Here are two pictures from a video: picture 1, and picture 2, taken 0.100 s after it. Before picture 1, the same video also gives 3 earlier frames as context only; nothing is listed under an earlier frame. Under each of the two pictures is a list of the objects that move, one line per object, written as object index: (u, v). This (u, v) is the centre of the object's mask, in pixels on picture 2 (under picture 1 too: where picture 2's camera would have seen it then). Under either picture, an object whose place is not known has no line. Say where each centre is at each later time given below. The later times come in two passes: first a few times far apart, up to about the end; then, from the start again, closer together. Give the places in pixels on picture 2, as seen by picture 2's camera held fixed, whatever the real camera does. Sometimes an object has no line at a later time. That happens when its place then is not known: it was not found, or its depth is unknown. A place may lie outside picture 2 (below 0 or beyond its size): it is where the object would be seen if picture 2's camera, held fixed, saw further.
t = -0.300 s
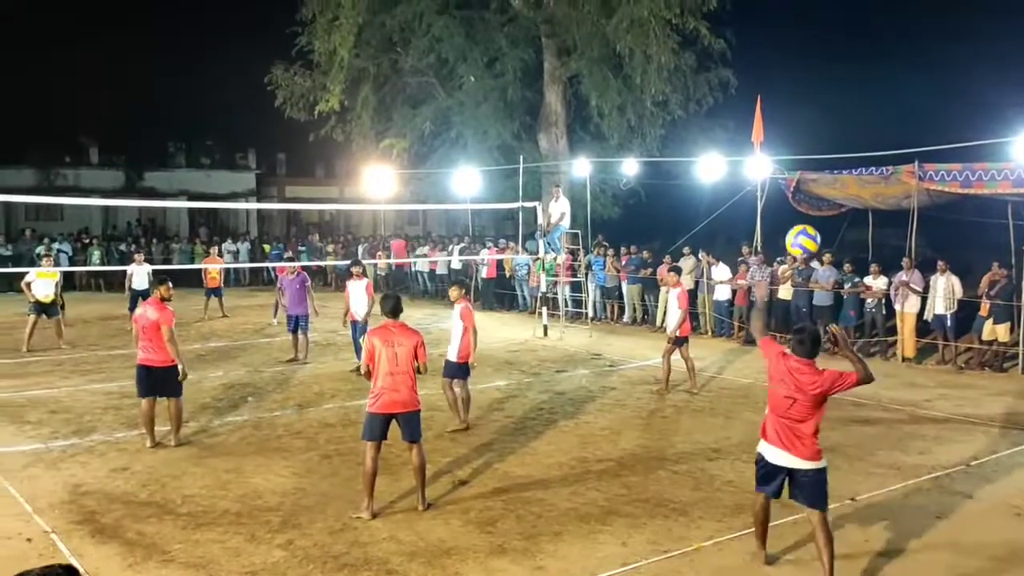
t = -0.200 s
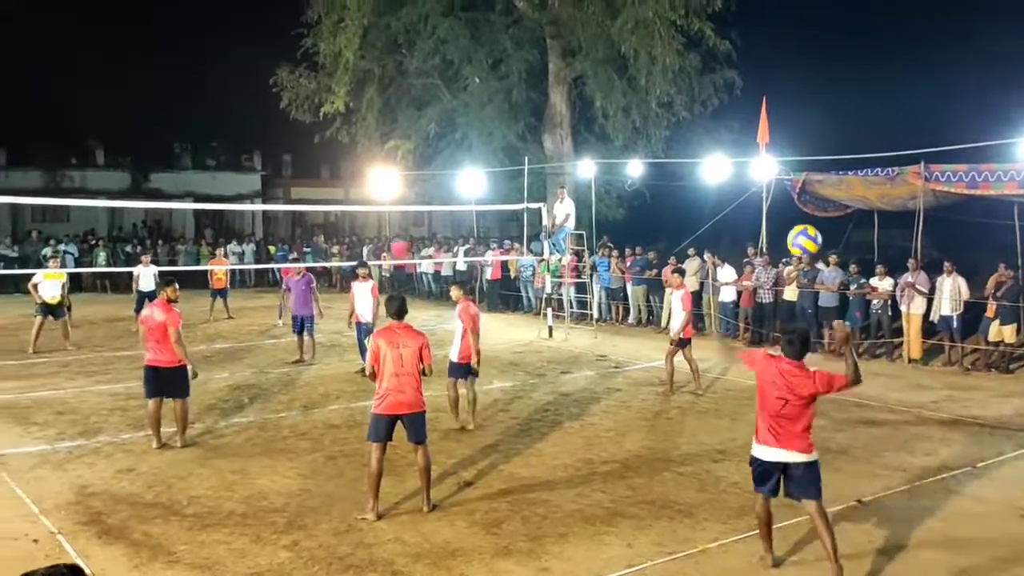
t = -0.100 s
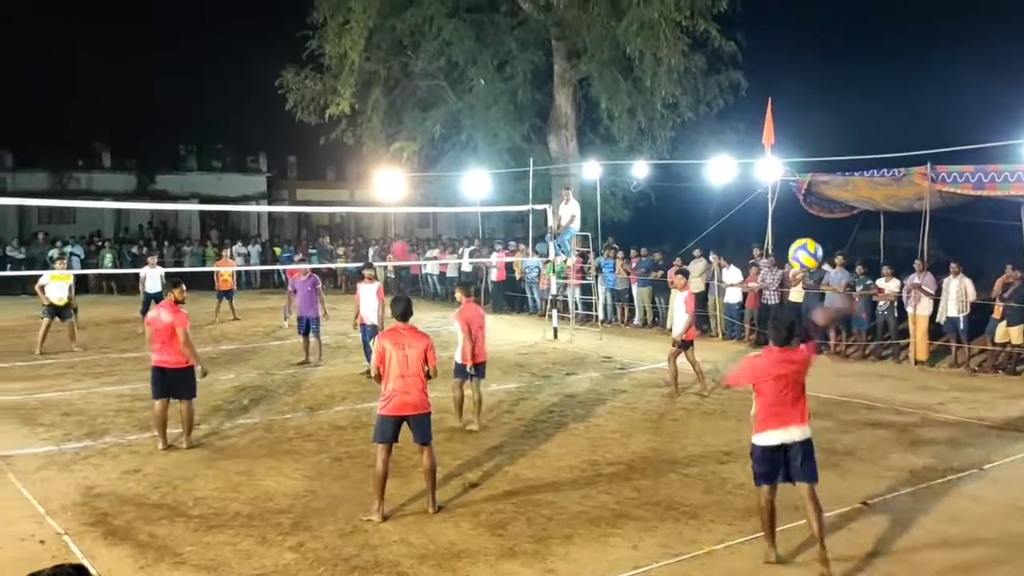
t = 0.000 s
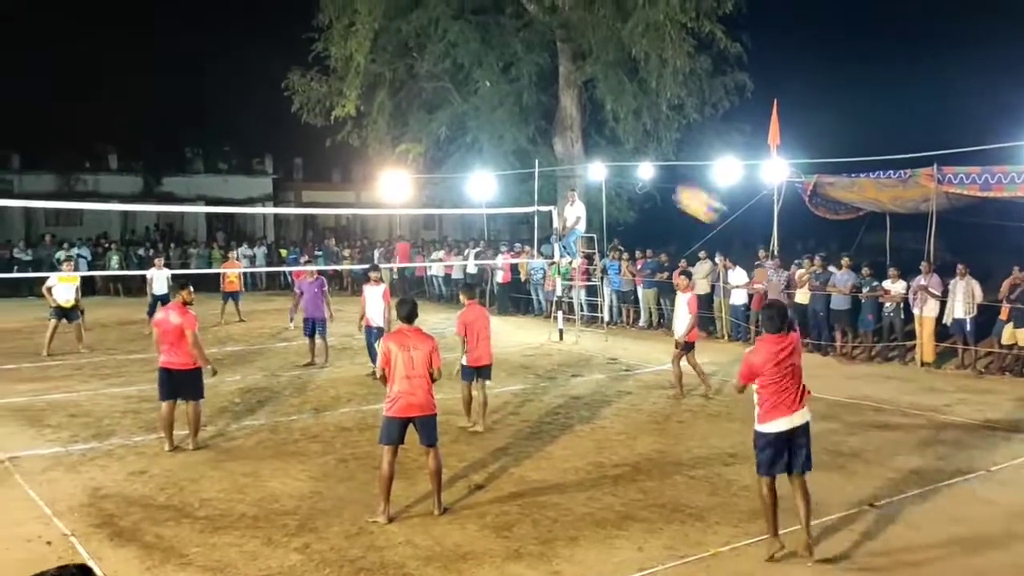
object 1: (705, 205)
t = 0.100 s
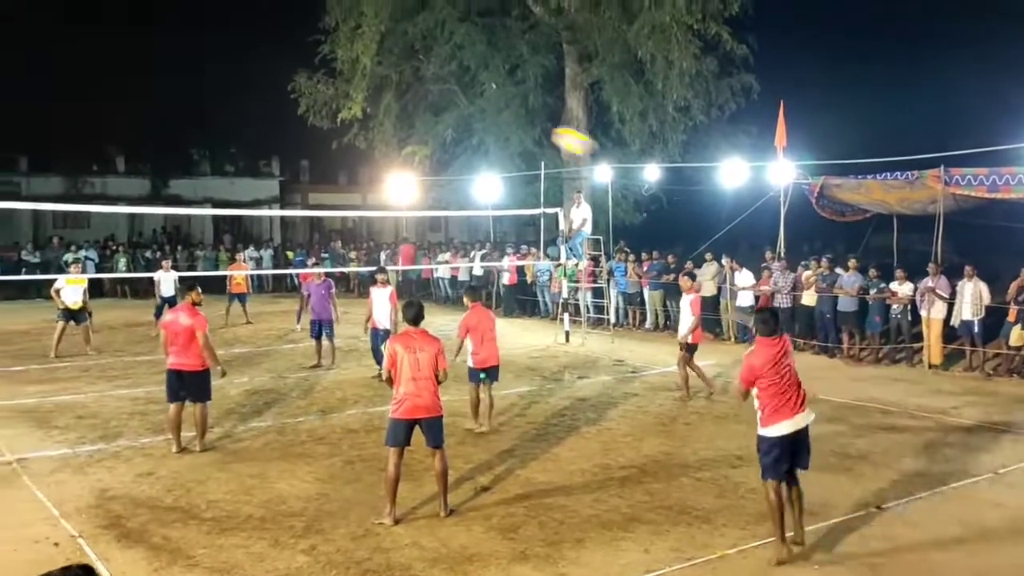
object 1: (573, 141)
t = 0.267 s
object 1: (409, 81)
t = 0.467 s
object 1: (271, 59)
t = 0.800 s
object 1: (118, 99)
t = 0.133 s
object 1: (535, 125)
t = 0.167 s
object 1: (500, 111)
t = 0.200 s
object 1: (469, 99)
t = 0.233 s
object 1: (438, 90)
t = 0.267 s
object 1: (409, 81)
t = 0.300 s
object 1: (384, 74)
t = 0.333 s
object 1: (358, 69)
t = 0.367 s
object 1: (334, 65)
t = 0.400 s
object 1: (312, 62)
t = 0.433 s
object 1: (292, 60)
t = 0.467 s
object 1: (271, 59)
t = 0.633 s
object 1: (186, 71)
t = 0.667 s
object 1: (171, 76)
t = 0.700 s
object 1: (157, 81)
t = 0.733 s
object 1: (143, 86)
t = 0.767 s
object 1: (130, 93)
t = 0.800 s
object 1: (118, 99)
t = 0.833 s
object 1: (105, 106)
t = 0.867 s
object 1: (94, 114)
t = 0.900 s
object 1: (81, 123)
